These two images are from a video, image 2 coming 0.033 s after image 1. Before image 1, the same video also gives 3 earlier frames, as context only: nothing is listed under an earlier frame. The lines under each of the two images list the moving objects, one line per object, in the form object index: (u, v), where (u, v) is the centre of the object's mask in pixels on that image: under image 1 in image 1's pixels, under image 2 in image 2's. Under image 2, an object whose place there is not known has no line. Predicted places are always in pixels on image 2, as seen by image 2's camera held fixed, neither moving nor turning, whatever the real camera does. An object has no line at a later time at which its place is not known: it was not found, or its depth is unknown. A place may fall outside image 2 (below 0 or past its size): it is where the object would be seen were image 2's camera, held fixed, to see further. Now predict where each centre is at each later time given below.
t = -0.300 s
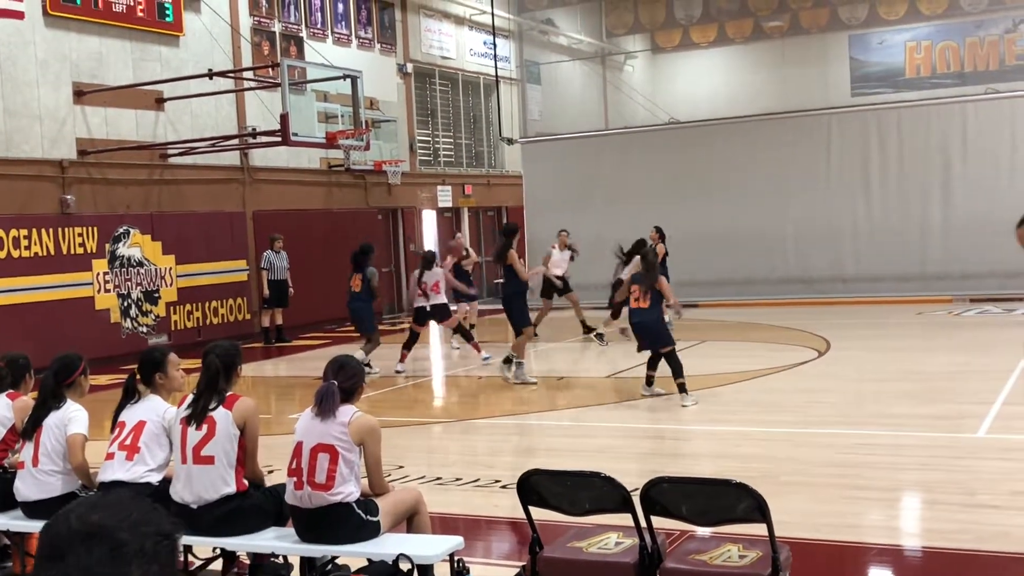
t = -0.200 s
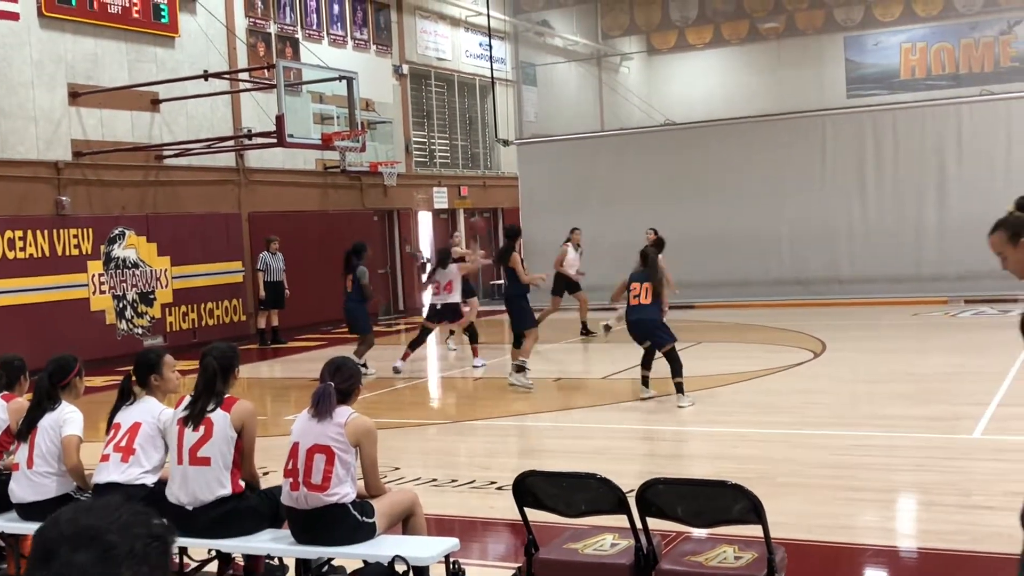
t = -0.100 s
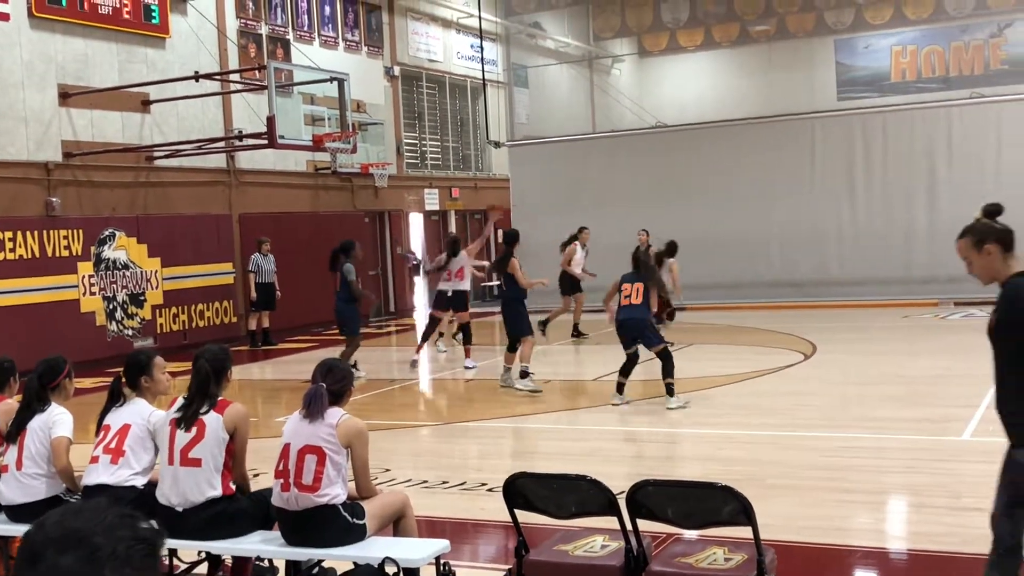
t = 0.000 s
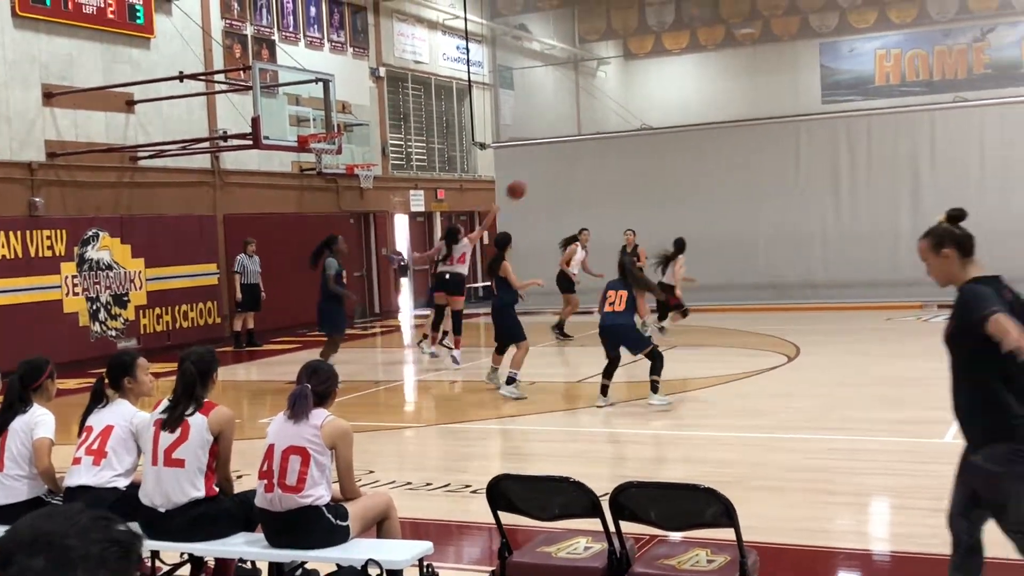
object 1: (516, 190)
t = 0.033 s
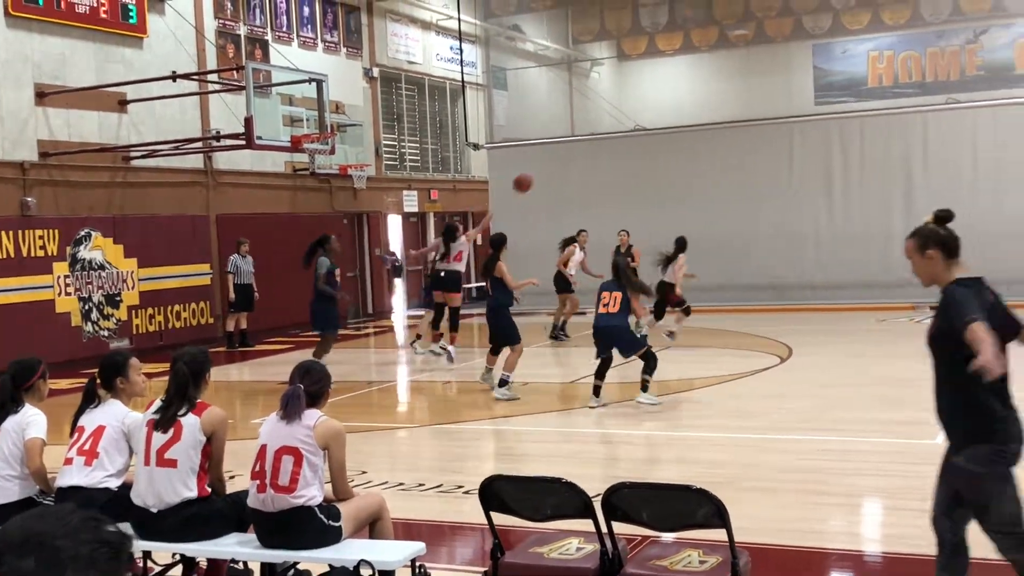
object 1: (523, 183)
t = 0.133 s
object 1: (560, 166)
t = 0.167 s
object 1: (572, 163)
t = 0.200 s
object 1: (584, 160)
